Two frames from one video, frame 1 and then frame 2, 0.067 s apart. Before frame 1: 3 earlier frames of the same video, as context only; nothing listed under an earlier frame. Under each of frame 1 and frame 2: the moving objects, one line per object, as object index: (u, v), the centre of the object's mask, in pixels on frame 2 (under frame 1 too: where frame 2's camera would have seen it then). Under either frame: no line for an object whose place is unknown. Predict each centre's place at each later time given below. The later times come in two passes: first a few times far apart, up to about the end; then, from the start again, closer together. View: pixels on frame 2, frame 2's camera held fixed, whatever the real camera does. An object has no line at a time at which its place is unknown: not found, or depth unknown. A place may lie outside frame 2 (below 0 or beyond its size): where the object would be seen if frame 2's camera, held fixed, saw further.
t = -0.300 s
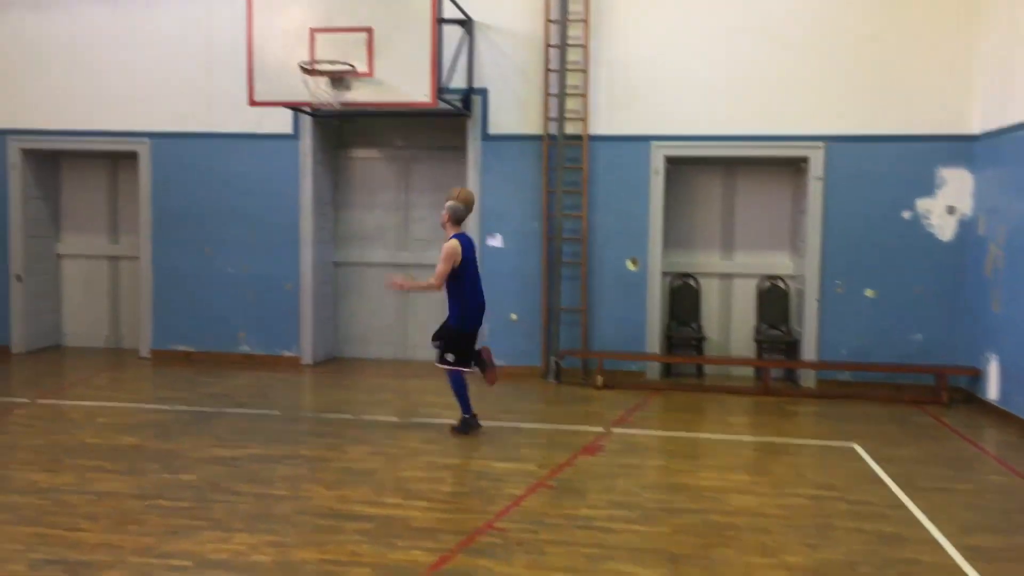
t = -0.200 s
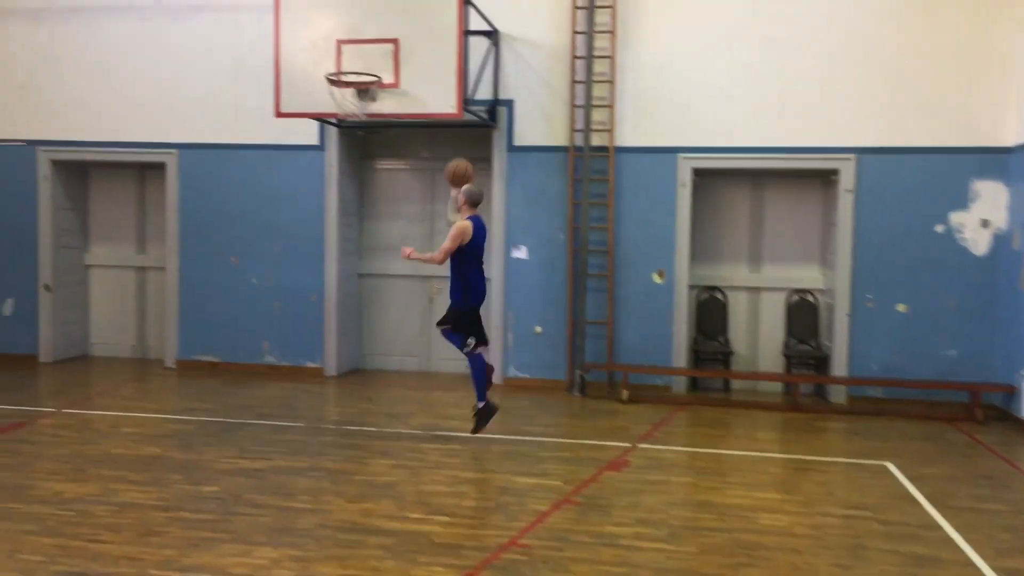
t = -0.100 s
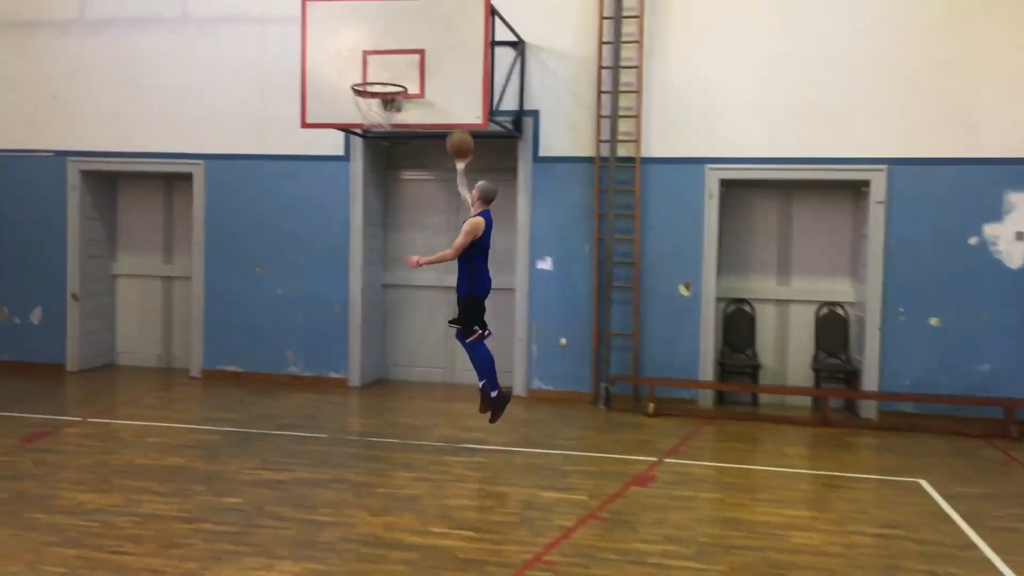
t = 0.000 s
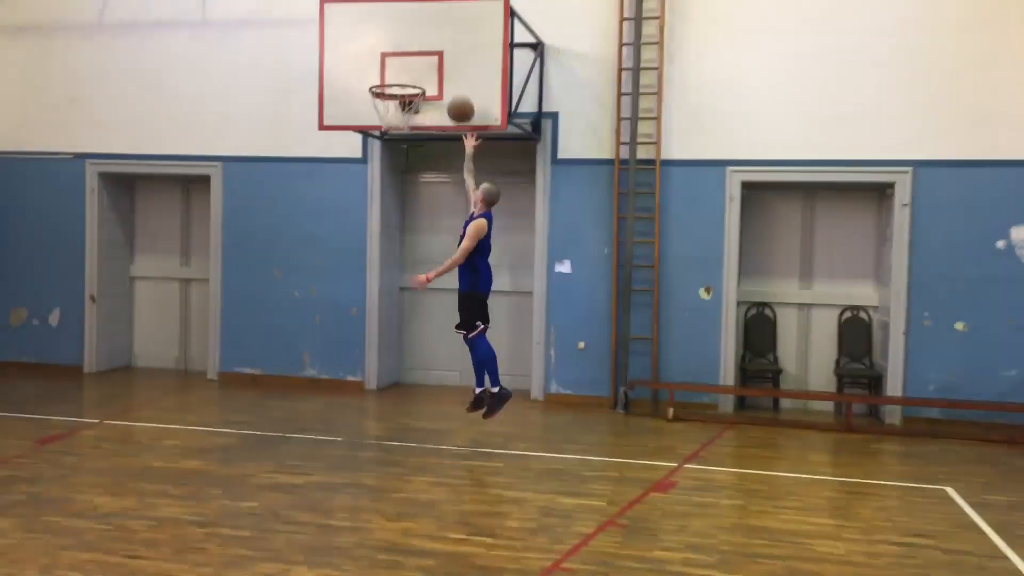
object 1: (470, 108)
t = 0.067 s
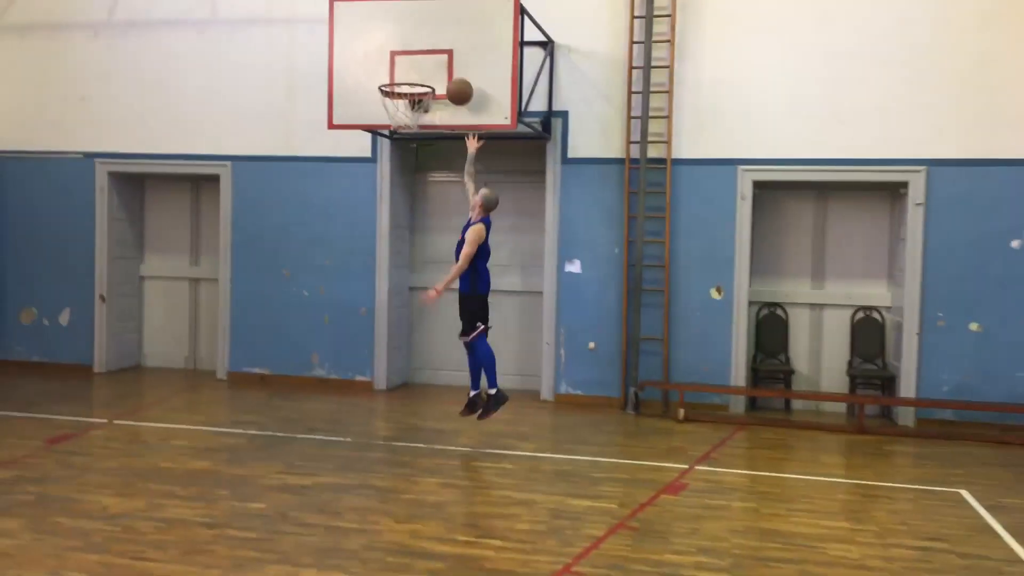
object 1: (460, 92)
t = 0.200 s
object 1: (439, 72)
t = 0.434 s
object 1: (406, 73)
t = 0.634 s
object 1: (400, 93)
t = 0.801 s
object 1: (420, 113)
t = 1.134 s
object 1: (447, 192)
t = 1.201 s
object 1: (451, 221)
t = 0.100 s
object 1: (454, 85)
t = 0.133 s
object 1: (449, 79)
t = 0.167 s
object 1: (444, 75)
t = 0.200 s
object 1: (439, 72)
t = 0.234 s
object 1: (434, 69)
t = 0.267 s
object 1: (429, 67)
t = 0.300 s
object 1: (425, 65)
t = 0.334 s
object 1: (420, 65)
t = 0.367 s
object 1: (416, 67)
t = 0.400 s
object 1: (411, 70)
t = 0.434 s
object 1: (406, 73)
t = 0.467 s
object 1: (401, 80)
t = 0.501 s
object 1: (396, 85)
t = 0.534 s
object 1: (396, 85)
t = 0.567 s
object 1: (396, 86)
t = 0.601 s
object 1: (396, 88)
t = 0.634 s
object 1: (400, 93)
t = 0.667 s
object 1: (405, 98)
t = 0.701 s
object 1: (409, 104)
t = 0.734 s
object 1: (413, 108)
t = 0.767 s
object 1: (417, 110)
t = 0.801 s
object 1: (420, 113)
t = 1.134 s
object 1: (447, 192)
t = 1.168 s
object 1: (449, 206)
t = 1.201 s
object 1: (451, 221)
